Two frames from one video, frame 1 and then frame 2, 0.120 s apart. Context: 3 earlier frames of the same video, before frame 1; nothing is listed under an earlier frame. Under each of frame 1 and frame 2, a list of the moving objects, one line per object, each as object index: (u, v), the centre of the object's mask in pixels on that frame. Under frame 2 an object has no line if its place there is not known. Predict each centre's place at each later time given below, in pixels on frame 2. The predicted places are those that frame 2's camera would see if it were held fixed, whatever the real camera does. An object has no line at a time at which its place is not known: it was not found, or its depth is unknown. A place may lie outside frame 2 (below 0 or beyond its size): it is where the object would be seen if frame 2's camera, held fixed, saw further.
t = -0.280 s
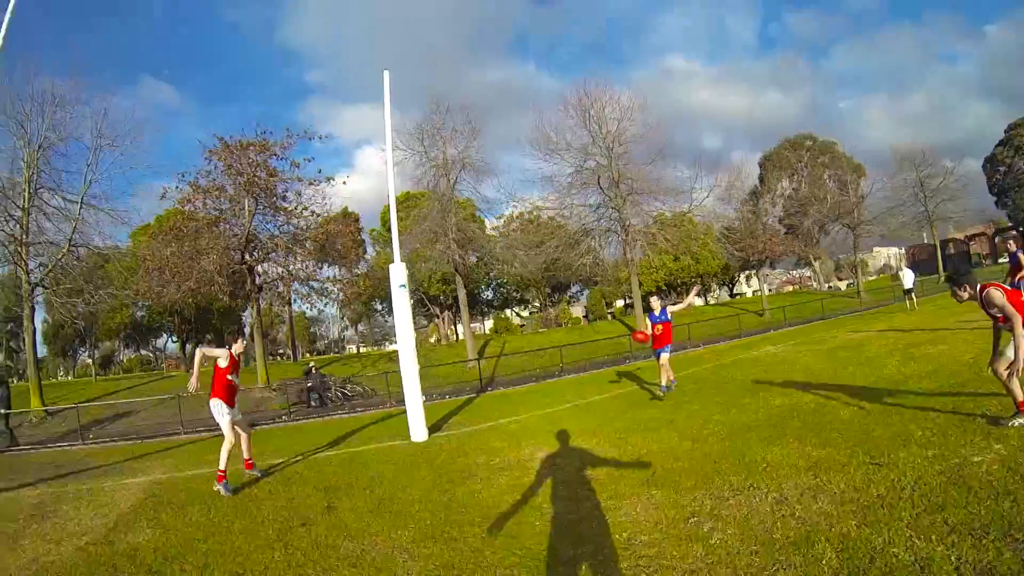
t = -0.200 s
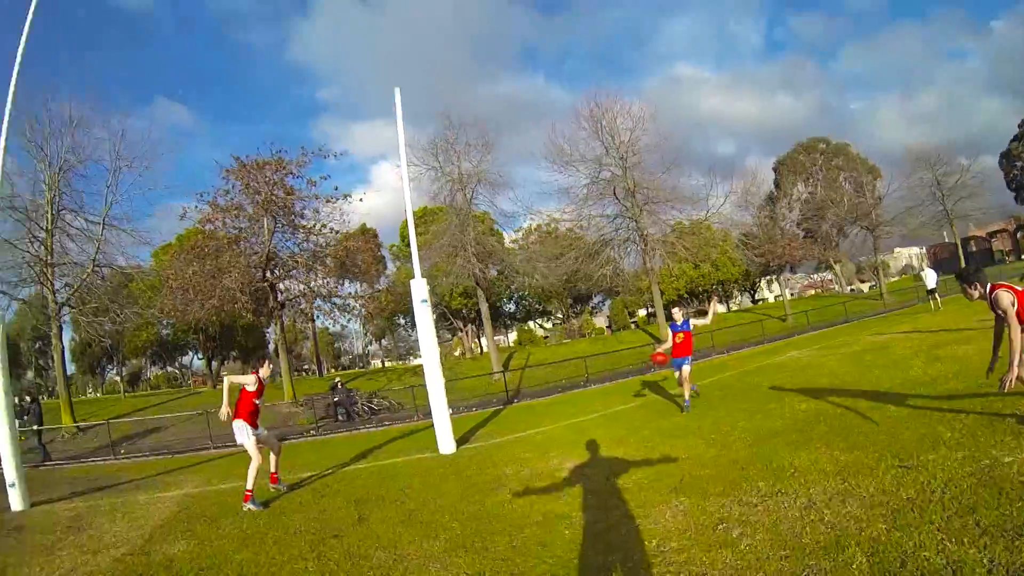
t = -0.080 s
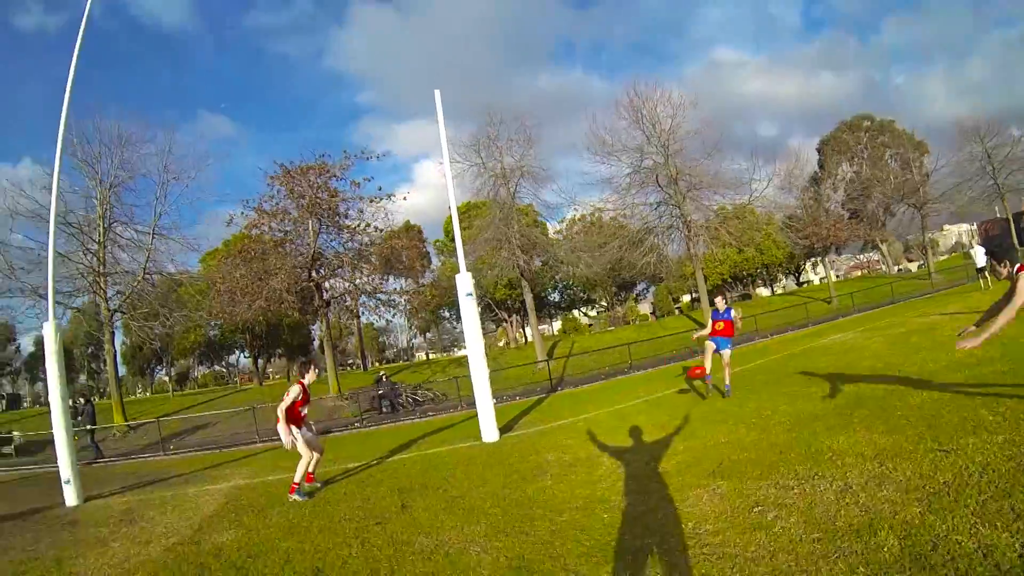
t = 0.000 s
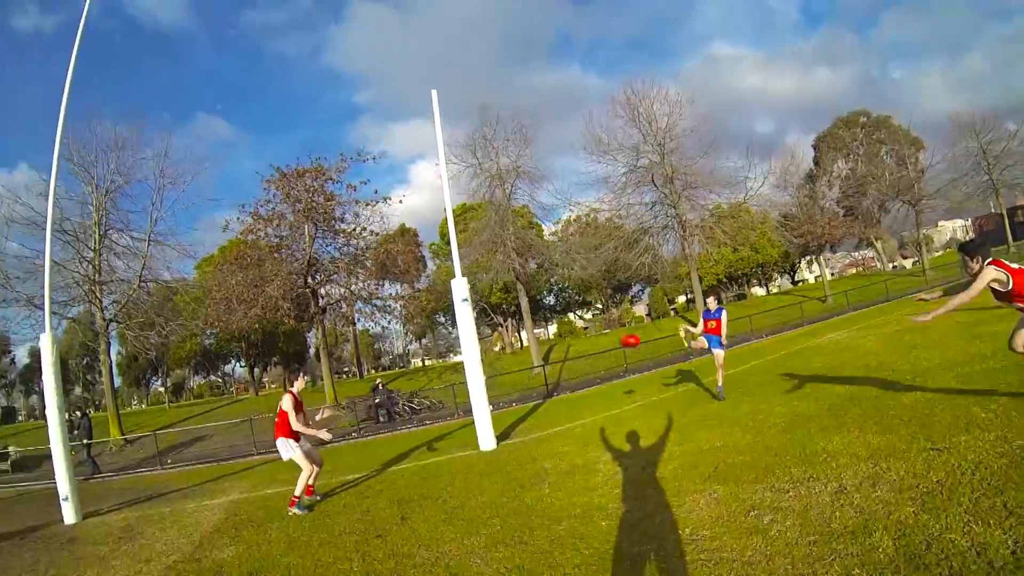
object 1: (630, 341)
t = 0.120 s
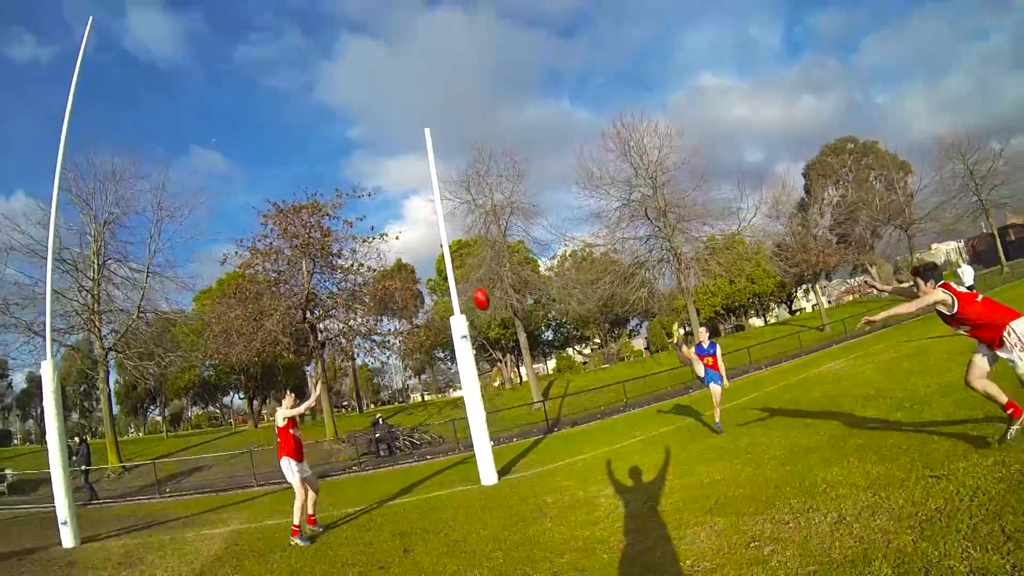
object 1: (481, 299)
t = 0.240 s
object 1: (328, 236)
